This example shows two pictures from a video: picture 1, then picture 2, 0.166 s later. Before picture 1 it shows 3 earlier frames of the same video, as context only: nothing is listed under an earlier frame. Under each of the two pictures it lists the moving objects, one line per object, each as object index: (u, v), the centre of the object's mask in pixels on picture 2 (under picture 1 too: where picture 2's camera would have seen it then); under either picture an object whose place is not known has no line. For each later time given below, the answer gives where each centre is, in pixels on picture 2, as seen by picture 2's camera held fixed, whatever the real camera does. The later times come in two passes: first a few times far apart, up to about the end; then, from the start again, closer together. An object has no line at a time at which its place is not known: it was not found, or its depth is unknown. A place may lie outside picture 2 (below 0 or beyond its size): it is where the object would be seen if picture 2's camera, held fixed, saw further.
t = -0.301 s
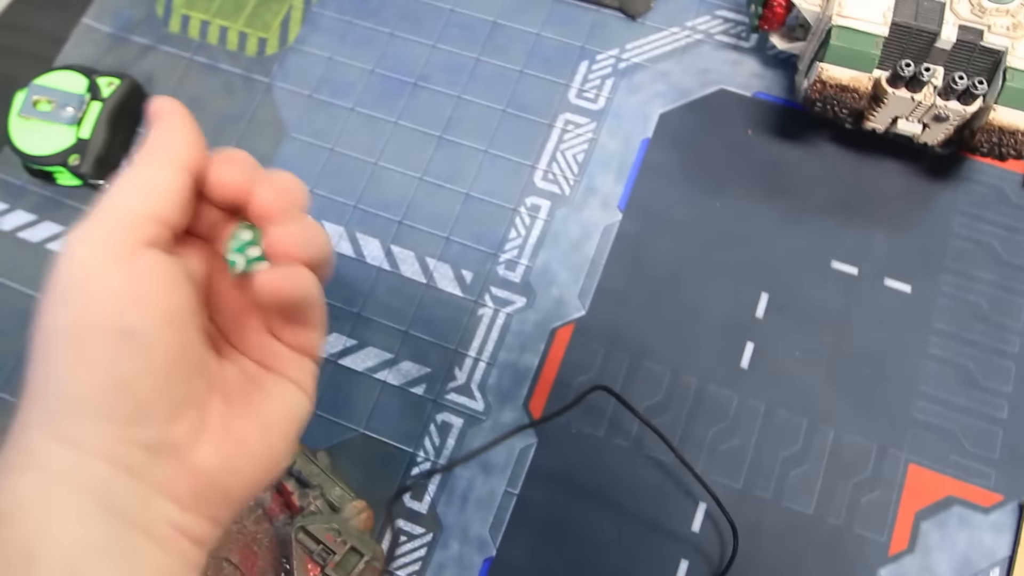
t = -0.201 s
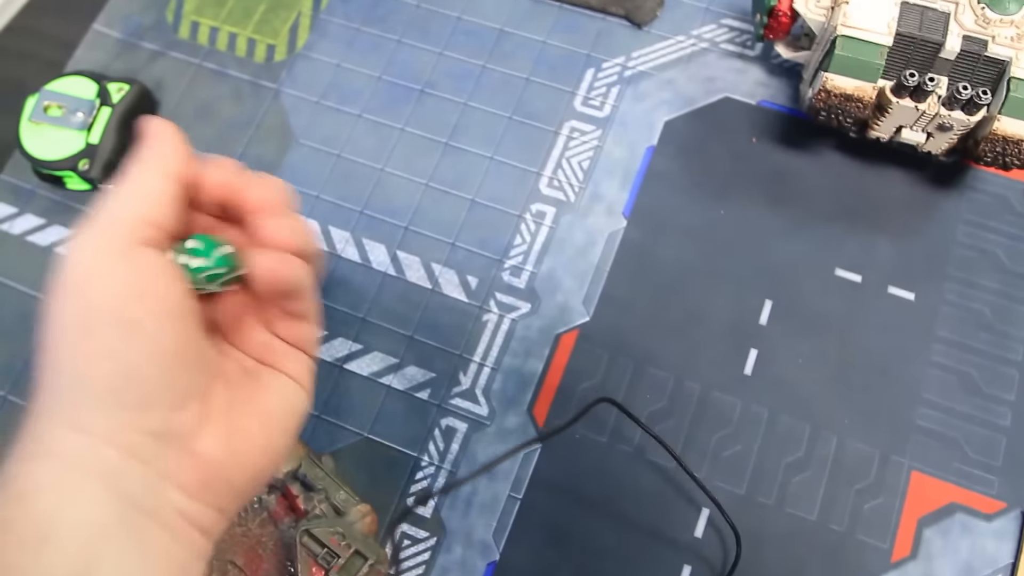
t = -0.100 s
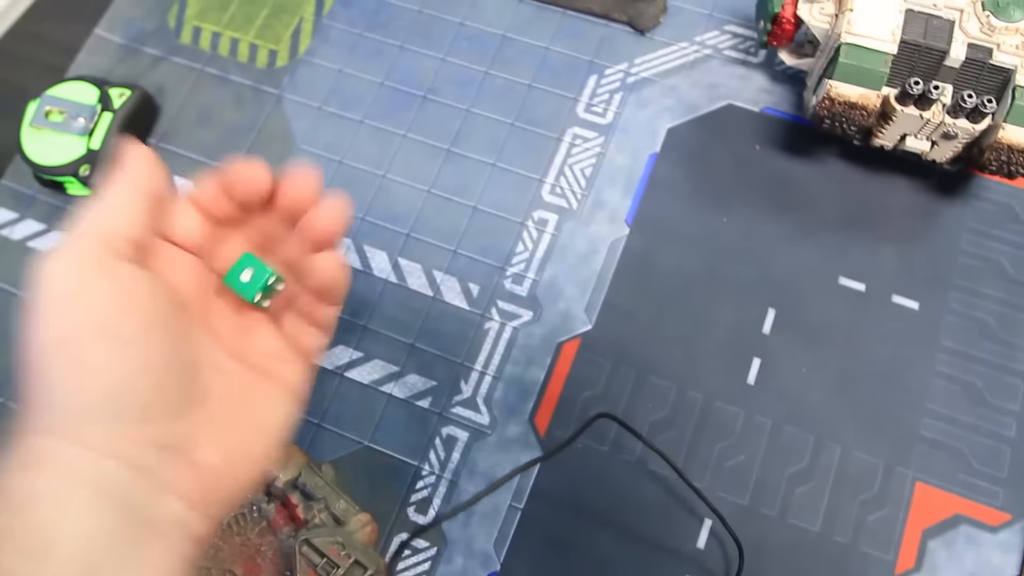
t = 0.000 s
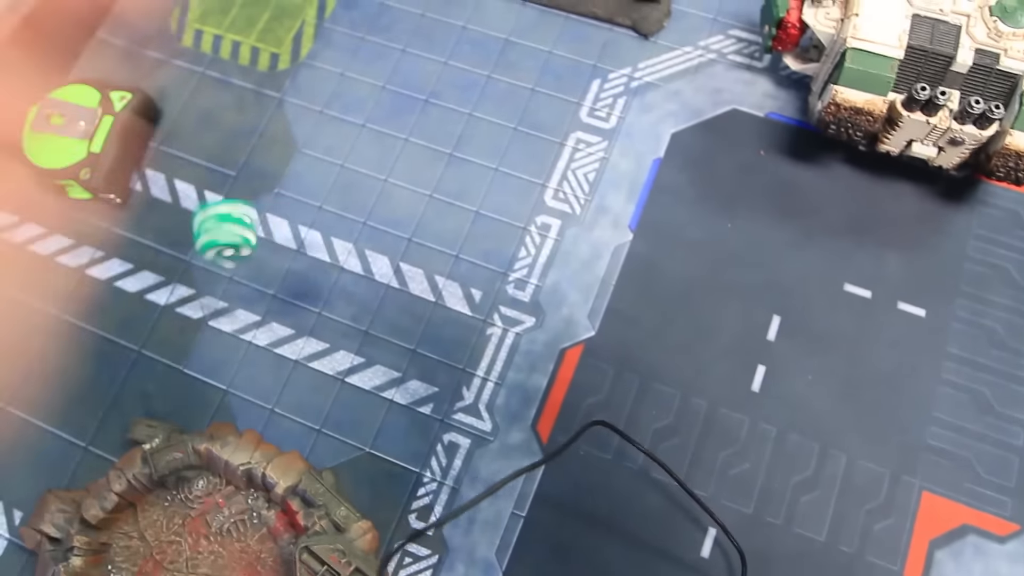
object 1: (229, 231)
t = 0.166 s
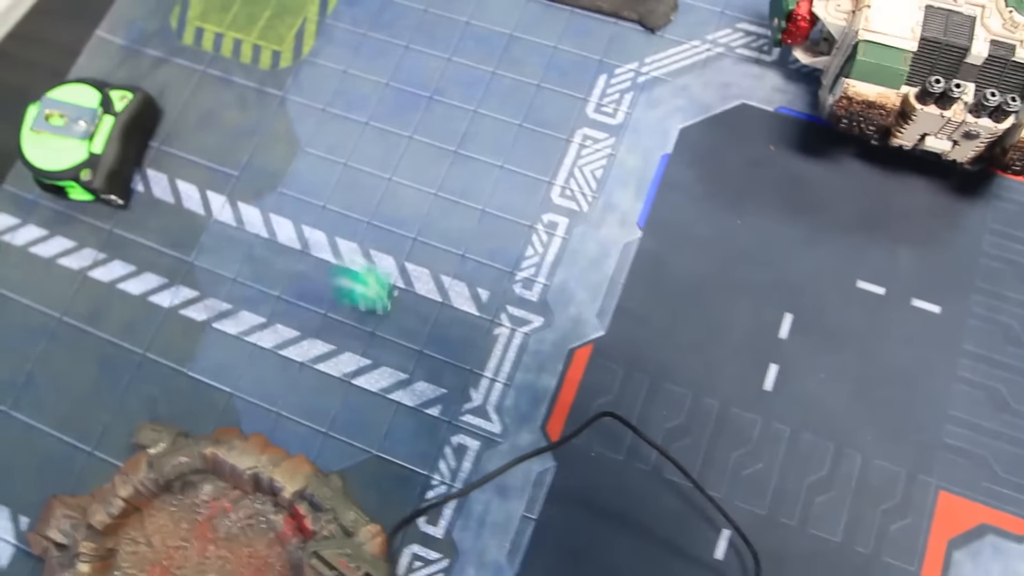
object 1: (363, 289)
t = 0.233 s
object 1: (379, 232)
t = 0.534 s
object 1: (488, 76)
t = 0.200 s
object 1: (375, 266)
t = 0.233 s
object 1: (379, 232)
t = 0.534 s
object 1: (488, 76)
